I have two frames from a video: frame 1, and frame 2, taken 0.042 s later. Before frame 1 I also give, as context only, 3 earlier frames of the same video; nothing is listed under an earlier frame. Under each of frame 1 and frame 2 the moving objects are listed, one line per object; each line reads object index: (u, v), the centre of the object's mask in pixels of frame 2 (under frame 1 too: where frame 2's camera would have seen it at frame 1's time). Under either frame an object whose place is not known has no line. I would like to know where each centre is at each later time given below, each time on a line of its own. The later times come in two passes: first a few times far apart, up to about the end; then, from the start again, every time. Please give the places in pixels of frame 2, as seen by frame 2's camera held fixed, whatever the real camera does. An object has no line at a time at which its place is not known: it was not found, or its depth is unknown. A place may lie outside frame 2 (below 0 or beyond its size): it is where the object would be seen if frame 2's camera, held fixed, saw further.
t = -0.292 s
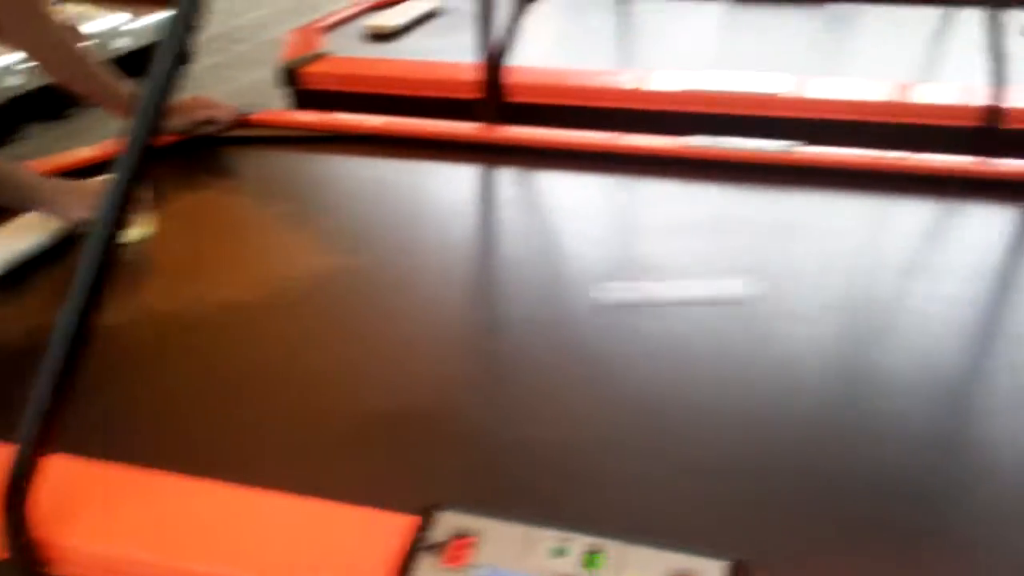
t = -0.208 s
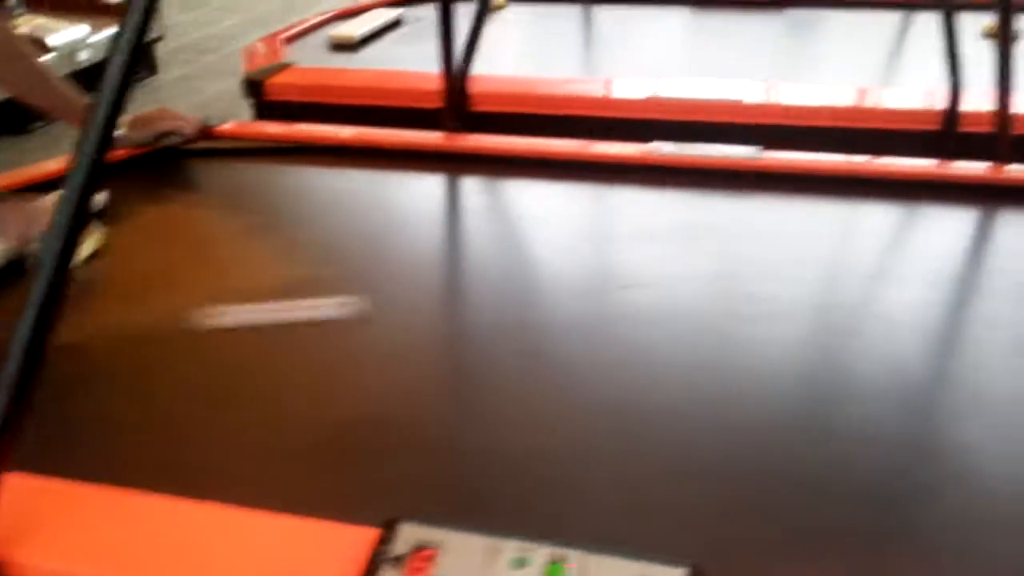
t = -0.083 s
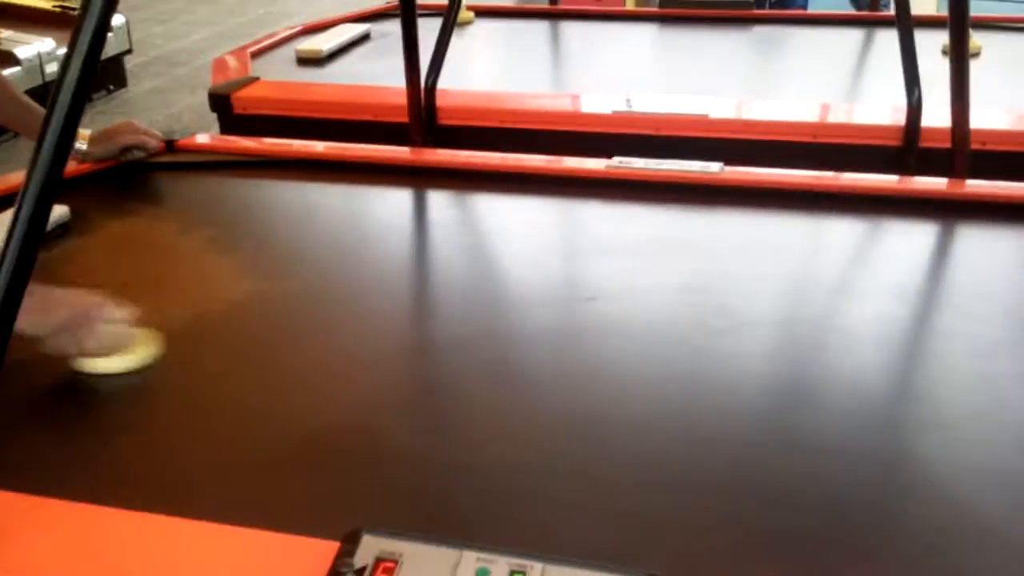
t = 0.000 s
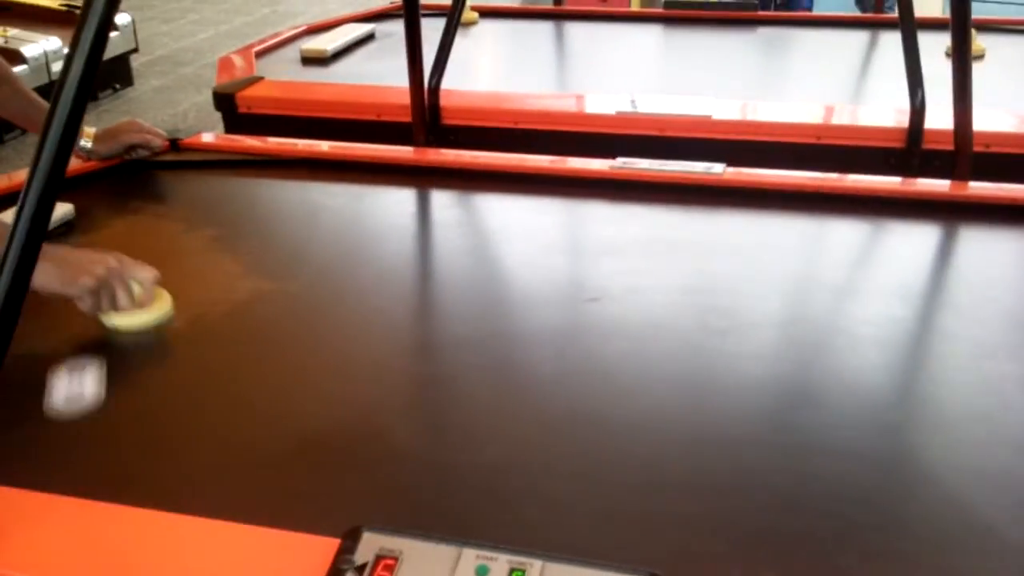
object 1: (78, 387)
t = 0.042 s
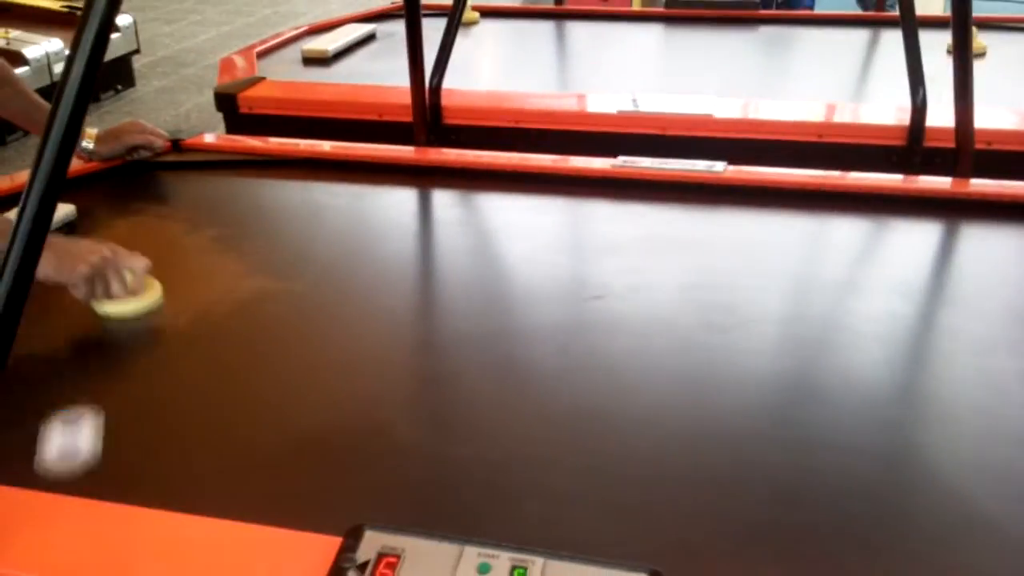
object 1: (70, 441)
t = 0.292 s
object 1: (414, 349)
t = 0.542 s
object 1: (688, 222)
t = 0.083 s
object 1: (69, 480)
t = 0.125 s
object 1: (137, 478)
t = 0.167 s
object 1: (212, 444)
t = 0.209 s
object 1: (287, 409)
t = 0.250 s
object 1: (355, 378)
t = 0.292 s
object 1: (414, 349)
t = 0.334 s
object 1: (469, 323)
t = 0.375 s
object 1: (519, 299)
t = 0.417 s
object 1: (567, 279)
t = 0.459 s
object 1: (609, 259)
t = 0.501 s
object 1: (648, 240)
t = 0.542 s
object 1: (688, 222)
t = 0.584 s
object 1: (720, 206)
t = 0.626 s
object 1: (749, 197)
